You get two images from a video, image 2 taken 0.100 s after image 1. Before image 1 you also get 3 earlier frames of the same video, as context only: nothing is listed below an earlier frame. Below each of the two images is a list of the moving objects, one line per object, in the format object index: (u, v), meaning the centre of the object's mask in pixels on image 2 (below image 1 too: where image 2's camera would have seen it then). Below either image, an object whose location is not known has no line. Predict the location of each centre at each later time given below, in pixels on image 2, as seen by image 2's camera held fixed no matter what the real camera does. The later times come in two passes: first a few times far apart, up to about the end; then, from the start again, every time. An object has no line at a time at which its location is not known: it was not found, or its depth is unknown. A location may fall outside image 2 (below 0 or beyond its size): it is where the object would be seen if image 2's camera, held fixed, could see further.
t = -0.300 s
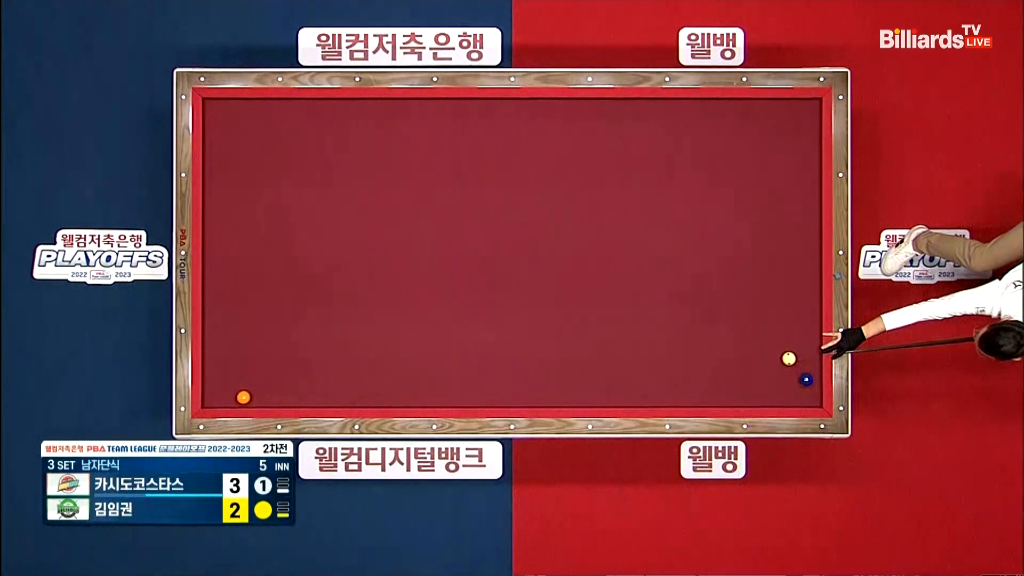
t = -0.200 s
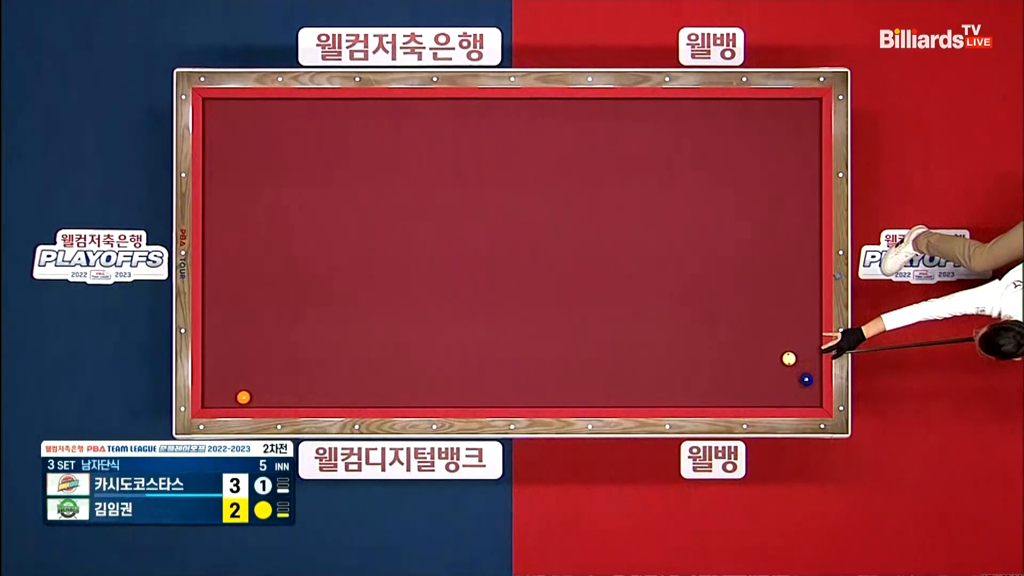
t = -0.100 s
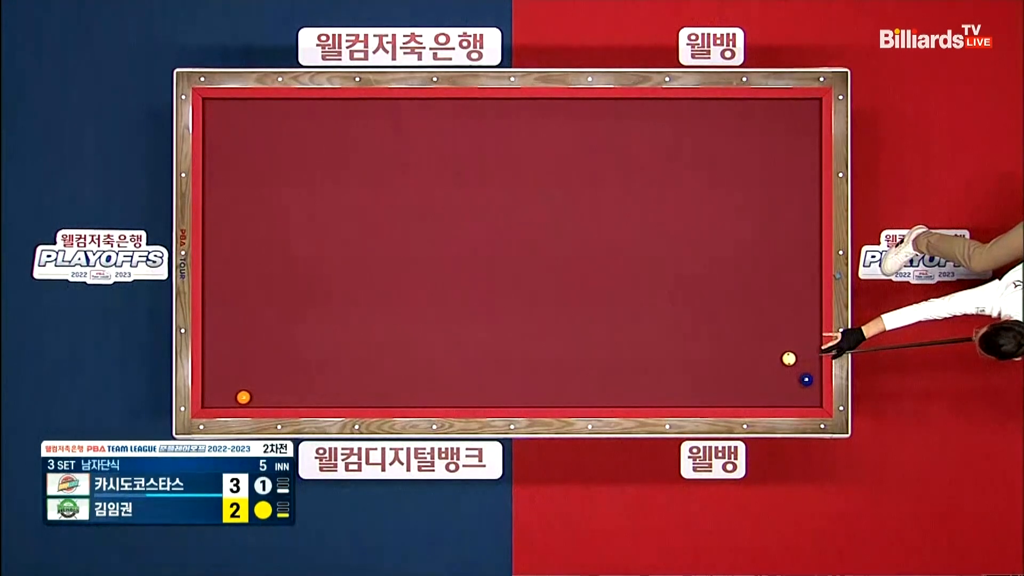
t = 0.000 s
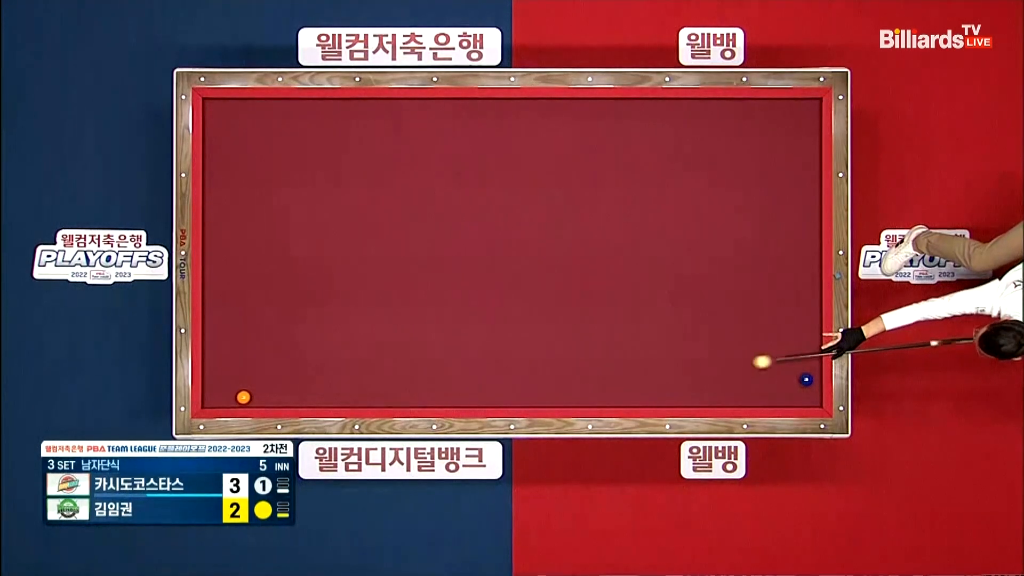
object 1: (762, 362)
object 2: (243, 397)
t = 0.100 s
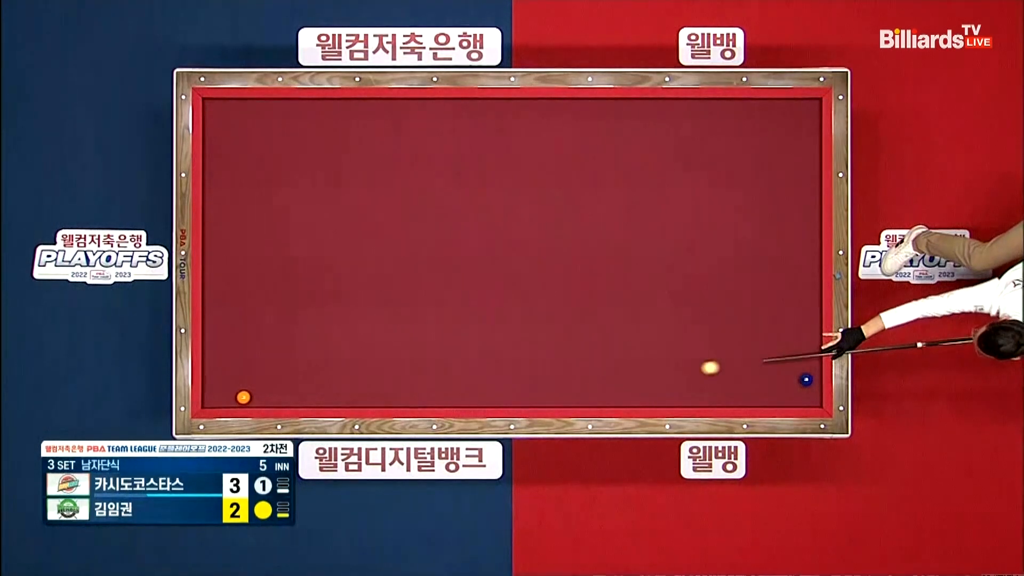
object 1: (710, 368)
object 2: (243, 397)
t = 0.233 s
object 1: (641, 376)
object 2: (243, 397)
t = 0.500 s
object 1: (503, 391)
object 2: (243, 397)
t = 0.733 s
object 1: (384, 399)
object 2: (243, 397)
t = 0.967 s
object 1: (270, 393)
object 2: (243, 397)
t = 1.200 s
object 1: (229, 355)
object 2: (225, 380)
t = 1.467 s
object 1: (228, 314)
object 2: (270, 353)
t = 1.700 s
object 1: (254, 281)
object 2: (307, 331)
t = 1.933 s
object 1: (279, 249)
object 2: (344, 308)
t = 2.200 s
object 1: (307, 212)
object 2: (386, 283)
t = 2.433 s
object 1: (332, 181)
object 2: (422, 262)
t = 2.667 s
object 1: (356, 150)
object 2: (457, 240)
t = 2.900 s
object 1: (380, 120)
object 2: (492, 219)
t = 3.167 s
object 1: (407, 117)
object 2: (531, 196)
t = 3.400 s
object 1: (431, 133)
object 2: (564, 175)
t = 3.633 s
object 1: (454, 150)
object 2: (597, 155)
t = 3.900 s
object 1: (480, 169)
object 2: (634, 133)
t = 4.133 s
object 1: (502, 185)
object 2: (665, 113)
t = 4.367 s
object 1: (524, 200)
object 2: (694, 110)
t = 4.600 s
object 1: (545, 216)
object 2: (720, 120)
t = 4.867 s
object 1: (569, 233)
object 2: (750, 131)
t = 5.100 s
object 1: (589, 247)
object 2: (775, 141)
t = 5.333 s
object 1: (609, 262)
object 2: (800, 150)
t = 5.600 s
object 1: (631, 277)
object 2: (807, 162)
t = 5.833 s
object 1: (650, 291)
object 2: (794, 174)
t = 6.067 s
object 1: (668, 304)
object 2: (781, 186)
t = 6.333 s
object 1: (688, 318)
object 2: (767, 198)
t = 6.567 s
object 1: (705, 331)
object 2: (755, 209)
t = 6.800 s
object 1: (722, 343)
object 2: (744, 220)
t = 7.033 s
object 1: (738, 354)
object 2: (733, 230)
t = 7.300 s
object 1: (756, 367)
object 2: (721, 241)
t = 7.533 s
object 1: (772, 378)
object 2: (711, 250)
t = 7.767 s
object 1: (786, 389)
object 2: (702, 259)
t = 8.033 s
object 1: (803, 400)
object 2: (691, 269)
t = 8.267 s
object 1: (814, 396)
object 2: (683, 277)
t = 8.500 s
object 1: (810, 392)
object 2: (675, 285)
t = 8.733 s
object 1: (807, 393)
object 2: (667, 292)
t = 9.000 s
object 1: (803, 393)
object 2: (659, 300)
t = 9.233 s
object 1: (800, 393)
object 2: (652, 306)
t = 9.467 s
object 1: (798, 394)
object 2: (645, 313)
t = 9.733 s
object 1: (796, 394)
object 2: (639, 319)
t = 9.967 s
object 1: (795, 394)
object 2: (633, 325)
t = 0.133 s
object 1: (693, 370)
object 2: (243, 397)
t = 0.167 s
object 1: (675, 372)
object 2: (243, 397)
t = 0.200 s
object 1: (658, 374)
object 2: (243, 397)
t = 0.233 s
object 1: (641, 376)
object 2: (243, 397)
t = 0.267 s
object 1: (624, 378)
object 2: (243, 397)
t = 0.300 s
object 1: (606, 380)
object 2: (243, 397)
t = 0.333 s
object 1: (589, 382)
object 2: (243, 397)
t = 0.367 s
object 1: (572, 384)
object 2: (244, 397)
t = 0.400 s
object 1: (554, 386)
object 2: (243, 397)
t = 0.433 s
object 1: (537, 388)
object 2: (243, 397)
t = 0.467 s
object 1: (520, 389)
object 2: (243, 397)
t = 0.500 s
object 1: (503, 391)
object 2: (243, 397)
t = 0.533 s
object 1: (486, 393)
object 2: (243, 397)
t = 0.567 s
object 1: (468, 395)
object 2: (243, 397)
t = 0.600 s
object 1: (451, 397)
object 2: (243, 397)
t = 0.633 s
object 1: (434, 399)
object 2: (243, 397)
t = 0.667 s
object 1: (417, 401)
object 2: (243, 397)
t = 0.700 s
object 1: (401, 400)
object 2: (243, 397)
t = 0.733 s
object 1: (384, 399)
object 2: (243, 397)
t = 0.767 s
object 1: (368, 398)
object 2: (243, 397)
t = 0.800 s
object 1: (351, 397)
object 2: (243, 397)
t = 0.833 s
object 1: (335, 396)
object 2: (244, 397)
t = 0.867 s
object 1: (319, 395)
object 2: (243, 397)
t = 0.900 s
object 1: (303, 394)
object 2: (244, 397)
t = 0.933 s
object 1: (287, 393)
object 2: (244, 397)
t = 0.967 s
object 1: (270, 393)
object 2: (243, 397)
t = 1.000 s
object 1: (256, 391)
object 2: (242, 398)
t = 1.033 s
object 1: (252, 385)
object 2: (230, 400)
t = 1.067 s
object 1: (248, 378)
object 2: (221, 396)
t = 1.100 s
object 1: (244, 372)
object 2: (211, 391)
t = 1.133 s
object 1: (239, 366)
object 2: (212, 387)
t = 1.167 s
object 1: (234, 360)
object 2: (219, 384)
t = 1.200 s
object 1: (229, 355)
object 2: (225, 380)
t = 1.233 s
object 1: (224, 349)
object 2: (231, 377)
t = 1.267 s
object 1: (218, 344)
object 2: (237, 373)
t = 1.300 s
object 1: (212, 339)
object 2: (243, 370)
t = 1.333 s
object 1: (210, 334)
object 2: (248, 366)
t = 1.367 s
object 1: (215, 329)
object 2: (254, 363)
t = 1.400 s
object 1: (220, 324)
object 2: (259, 360)
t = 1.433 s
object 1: (224, 319)
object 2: (265, 357)
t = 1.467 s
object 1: (228, 314)
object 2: (270, 353)
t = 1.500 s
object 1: (232, 310)
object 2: (275, 350)
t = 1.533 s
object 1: (236, 305)
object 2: (281, 347)
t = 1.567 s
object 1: (239, 300)
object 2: (286, 344)
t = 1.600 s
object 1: (243, 296)
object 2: (292, 340)
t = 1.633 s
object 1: (247, 291)
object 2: (297, 337)
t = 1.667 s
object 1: (250, 286)
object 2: (302, 334)
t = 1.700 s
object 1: (254, 281)
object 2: (307, 331)
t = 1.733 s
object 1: (258, 277)
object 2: (313, 328)
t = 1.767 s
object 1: (261, 272)
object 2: (318, 324)
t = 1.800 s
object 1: (265, 267)
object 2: (324, 321)
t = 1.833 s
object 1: (268, 263)
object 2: (329, 318)
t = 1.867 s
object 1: (272, 258)
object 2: (334, 315)
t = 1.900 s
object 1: (276, 253)
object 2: (339, 311)
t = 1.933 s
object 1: (279, 249)
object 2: (344, 308)
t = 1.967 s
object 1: (283, 244)
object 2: (350, 305)
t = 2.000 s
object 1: (286, 240)
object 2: (355, 302)
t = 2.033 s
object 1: (290, 235)
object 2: (360, 299)
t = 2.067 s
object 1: (293, 230)
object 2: (365, 296)
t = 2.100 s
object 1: (297, 226)
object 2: (370, 293)
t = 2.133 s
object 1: (300, 221)
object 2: (376, 290)
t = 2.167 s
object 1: (304, 217)
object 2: (381, 287)
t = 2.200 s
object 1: (307, 212)
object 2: (386, 283)
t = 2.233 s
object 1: (311, 208)
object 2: (391, 280)
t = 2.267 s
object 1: (314, 203)
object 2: (396, 277)
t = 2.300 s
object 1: (318, 199)
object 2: (402, 274)
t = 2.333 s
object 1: (321, 194)
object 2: (407, 271)
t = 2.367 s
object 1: (325, 190)
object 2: (412, 268)
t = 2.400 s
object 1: (328, 185)
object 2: (417, 265)
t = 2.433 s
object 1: (332, 181)
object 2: (422, 262)
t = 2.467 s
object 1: (336, 177)
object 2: (427, 258)
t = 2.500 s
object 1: (339, 172)
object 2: (432, 255)
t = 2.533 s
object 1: (342, 168)
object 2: (437, 252)
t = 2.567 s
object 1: (346, 163)
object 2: (442, 249)
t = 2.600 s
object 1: (349, 159)
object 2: (447, 246)
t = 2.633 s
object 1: (352, 154)
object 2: (452, 243)
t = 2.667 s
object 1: (356, 150)
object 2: (457, 240)
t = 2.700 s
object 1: (359, 145)
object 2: (462, 237)
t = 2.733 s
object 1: (363, 141)
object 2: (467, 234)
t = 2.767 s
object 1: (366, 137)
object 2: (472, 231)
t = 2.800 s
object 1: (369, 133)
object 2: (477, 228)
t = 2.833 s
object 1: (373, 128)
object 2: (482, 225)
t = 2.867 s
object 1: (376, 124)
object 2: (487, 222)
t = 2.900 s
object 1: (380, 120)
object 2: (492, 219)
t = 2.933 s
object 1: (383, 115)
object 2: (497, 216)
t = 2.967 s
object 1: (386, 111)
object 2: (502, 213)
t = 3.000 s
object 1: (390, 107)
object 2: (507, 211)
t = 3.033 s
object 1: (393, 105)
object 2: (512, 207)
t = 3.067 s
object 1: (396, 109)
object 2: (517, 204)
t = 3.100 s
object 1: (400, 112)
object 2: (521, 201)
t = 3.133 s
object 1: (404, 114)
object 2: (526, 198)
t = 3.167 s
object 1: (407, 117)
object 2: (531, 196)
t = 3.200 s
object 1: (411, 119)
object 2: (536, 193)
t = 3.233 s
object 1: (414, 122)
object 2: (541, 190)
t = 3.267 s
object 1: (417, 124)
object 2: (545, 187)
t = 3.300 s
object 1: (421, 126)
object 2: (550, 184)
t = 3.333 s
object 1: (424, 129)
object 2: (555, 181)
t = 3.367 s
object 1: (427, 131)
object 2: (560, 178)
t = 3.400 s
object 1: (431, 133)
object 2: (564, 175)
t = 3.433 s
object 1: (434, 136)
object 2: (569, 172)
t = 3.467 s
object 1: (437, 138)
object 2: (574, 170)
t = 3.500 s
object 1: (440, 141)
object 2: (578, 167)
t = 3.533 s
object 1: (444, 143)
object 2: (583, 163)
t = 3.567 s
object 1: (447, 145)
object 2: (588, 161)
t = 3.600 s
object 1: (450, 148)
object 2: (593, 158)
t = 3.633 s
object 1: (454, 150)
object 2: (597, 155)
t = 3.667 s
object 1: (457, 153)
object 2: (602, 152)
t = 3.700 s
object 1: (460, 155)
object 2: (606, 149)
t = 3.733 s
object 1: (464, 157)
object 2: (611, 147)
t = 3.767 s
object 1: (467, 160)
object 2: (616, 144)
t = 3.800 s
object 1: (470, 162)
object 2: (620, 141)
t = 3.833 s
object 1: (473, 164)
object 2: (625, 138)
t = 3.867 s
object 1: (477, 167)
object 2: (629, 136)
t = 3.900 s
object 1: (480, 169)
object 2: (634, 133)
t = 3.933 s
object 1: (483, 171)
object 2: (638, 130)
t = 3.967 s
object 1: (486, 174)
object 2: (643, 128)
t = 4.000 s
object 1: (490, 176)
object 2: (647, 125)
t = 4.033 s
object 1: (493, 178)
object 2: (652, 122)
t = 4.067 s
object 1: (496, 180)
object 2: (657, 119)
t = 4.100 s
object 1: (499, 183)
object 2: (661, 116)
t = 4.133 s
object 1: (502, 185)
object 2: (665, 113)
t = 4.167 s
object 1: (505, 187)
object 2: (670, 111)
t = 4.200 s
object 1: (509, 189)
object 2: (674, 109)
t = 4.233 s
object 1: (512, 192)
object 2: (679, 106)
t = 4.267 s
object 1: (514, 194)
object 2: (683, 106)
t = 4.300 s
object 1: (518, 196)
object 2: (687, 108)
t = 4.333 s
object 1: (521, 198)
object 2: (690, 109)
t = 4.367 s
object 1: (524, 200)
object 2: (694, 110)
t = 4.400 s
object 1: (527, 202)
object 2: (698, 112)
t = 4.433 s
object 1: (530, 205)
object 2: (702, 113)
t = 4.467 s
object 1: (533, 207)
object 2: (706, 115)
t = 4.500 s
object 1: (536, 209)
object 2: (709, 116)
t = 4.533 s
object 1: (539, 211)
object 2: (713, 118)
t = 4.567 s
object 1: (542, 213)
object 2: (717, 119)
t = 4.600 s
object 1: (545, 216)
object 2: (720, 120)
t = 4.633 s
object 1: (548, 218)
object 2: (724, 122)
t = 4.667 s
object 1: (551, 220)
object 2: (728, 123)
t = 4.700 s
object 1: (554, 222)
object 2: (732, 125)
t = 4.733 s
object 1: (557, 224)
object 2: (735, 126)
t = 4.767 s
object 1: (560, 227)
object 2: (739, 127)
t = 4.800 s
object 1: (563, 229)
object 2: (743, 129)
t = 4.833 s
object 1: (566, 230)
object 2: (746, 130)
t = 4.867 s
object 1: (569, 233)
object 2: (750, 131)
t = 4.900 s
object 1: (572, 235)
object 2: (753, 133)
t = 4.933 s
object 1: (575, 237)
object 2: (757, 134)
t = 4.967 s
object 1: (577, 239)
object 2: (761, 136)
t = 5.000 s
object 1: (581, 241)
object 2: (764, 137)
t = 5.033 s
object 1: (584, 243)
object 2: (768, 138)
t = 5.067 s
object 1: (586, 246)
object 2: (771, 140)
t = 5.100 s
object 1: (589, 247)
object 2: (775, 141)
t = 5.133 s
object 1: (592, 249)
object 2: (779, 143)
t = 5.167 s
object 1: (595, 251)
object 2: (782, 144)
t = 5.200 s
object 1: (598, 254)
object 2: (786, 145)
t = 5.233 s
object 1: (601, 256)
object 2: (789, 146)
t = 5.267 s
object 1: (603, 258)
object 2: (793, 148)
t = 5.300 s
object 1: (606, 260)
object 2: (796, 149)
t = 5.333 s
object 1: (609, 262)
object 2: (800, 150)
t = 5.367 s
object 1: (612, 264)
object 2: (803, 152)
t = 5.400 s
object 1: (615, 265)
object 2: (807, 153)
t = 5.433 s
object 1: (617, 267)
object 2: (810, 154)
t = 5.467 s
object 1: (620, 270)
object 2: (813, 156)
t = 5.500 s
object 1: (623, 272)
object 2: (813, 157)
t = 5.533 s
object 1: (625, 274)
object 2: (811, 159)
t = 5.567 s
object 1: (628, 276)
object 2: (809, 161)
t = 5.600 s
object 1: (631, 277)
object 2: (807, 162)
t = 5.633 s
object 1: (634, 279)
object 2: (805, 164)
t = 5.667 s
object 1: (637, 281)
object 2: (803, 166)
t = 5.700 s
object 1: (639, 283)
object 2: (801, 168)
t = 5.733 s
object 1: (642, 285)
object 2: (799, 169)
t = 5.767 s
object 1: (645, 287)
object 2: (798, 171)
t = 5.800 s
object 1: (647, 289)
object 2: (796, 173)
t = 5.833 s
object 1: (650, 291)
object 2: (794, 174)
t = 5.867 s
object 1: (652, 293)
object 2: (792, 176)
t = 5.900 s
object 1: (655, 294)
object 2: (790, 178)
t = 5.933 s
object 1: (657, 297)
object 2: (788, 179)
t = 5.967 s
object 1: (660, 298)
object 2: (786, 181)
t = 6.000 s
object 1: (663, 300)
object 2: (785, 183)
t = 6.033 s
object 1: (665, 302)
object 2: (783, 184)
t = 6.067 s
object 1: (668, 304)
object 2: (781, 186)
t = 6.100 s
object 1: (671, 306)
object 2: (779, 188)
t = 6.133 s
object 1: (673, 308)
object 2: (778, 189)
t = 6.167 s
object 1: (675, 309)
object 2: (776, 191)
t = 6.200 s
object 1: (678, 311)
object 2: (774, 192)
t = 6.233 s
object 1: (681, 313)
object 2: (772, 194)
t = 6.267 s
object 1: (683, 315)
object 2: (770, 195)
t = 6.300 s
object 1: (686, 317)
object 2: (769, 197)
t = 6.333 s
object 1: (688, 318)
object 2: (767, 198)
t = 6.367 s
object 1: (690, 320)
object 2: (765, 200)
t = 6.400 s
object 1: (693, 322)
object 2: (764, 202)
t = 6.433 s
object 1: (695, 324)
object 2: (762, 203)
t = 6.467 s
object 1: (698, 325)
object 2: (760, 205)
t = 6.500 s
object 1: (700, 327)
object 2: (759, 206)
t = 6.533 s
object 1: (703, 329)
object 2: (757, 208)
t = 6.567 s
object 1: (705, 331)
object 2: (755, 209)
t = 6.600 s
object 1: (708, 332)
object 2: (754, 211)
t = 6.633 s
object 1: (710, 334)
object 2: (752, 212)
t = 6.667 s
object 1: (712, 336)
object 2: (750, 214)
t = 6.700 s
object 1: (715, 338)
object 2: (749, 215)
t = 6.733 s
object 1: (717, 339)
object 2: (747, 217)
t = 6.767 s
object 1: (719, 341)
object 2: (746, 218)
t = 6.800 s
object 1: (722, 343)
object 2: (744, 220)
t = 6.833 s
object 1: (724, 344)
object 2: (742, 221)
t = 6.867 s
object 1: (726, 346)
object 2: (741, 223)
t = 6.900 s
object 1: (729, 348)
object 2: (739, 224)
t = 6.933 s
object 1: (731, 350)
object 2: (738, 225)
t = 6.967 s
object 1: (734, 351)
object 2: (736, 227)
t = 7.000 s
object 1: (736, 353)
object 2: (735, 228)
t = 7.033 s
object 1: (738, 354)
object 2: (733, 230)
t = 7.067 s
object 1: (740, 356)
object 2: (732, 231)
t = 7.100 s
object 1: (743, 358)
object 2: (730, 232)
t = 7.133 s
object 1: (745, 359)
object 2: (729, 234)
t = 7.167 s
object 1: (747, 361)
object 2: (727, 235)
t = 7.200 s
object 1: (750, 362)
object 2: (726, 237)
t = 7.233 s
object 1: (752, 364)
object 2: (724, 238)
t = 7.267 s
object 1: (754, 366)
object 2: (723, 239)
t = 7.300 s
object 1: (756, 367)
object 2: (721, 241)
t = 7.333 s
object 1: (759, 369)
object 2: (720, 242)
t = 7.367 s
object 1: (761, 371)
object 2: (718, 243)
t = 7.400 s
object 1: (763, 372)
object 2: (717, 245)
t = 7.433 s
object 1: (765, 374)
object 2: (716, 246)
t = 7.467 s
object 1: (767, 375)
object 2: (714, 247)
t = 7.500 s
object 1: (769, 377)
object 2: (713, 249)
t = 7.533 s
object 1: (772, 378)
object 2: (711, 250)
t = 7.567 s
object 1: (774, 380)
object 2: (710, 251)
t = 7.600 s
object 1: (776, 381)
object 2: (709, 253)
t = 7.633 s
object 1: (778, 383)
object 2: (707, 254)
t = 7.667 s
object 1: (780, 384)
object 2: (706, 255)
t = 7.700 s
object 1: (782, 386)
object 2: (705, 257)
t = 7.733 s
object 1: (784, 387)
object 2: (703, 258)
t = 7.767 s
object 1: (786, 389)
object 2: (702, 259)
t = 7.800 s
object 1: (788, 390)
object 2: (700, 260)
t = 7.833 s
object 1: (791, 392)
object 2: (699, 261)
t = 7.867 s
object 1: (793, 393)
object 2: (698, 263)
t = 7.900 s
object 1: (795, 395)
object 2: (697, 264)
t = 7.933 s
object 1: (797, 396)
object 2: (695, 265)
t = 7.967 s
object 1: (799, 398)
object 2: (694, 266)
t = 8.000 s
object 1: (801, 399)
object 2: (693, 268)
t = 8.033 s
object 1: (803, 400)
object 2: (691, 269)
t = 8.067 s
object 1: (805, 400)
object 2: (690, 270)
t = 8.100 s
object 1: (806, 399)
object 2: (689, 271)
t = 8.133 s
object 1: (808, 399)
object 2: (688, 272)
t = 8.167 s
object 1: (809, 398)
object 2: (687, 273)
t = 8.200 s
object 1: (811, 397)
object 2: (685, 274)
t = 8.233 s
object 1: (812, 397)
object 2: (684, 276)
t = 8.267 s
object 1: (814, 396)
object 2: (683, 277)
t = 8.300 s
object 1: (815, 395)
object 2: (682, 278)
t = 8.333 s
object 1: (814, 395)
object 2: (681, 279)
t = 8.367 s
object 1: (814, 394)
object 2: (680, 280)
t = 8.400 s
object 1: (813, 394)
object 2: (678, 281)
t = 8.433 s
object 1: (812, 393)
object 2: (677, 282)
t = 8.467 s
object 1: (811, 393)
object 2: (676, 284)
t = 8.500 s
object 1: (810, 392)
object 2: (675, 285)
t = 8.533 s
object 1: (810, 392)
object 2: (674, 286)
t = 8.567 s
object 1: (809, 392)
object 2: (673, 287)
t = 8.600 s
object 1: (809, 392)
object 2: (672, 288)
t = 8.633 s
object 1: (808, 392)
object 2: (671, 289)
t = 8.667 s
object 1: (808, 393)
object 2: (669, 290)
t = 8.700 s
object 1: (807, 393)
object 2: (668, 291)
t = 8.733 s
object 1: (807, 393)
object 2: (667, 292)
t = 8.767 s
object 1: (806, 393)
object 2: (666, 293)
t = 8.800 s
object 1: (806, 393)
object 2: (665, 294)
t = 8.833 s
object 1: (805, 393)
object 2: (664, 295)
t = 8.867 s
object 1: (805, 393)
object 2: (663, 296)
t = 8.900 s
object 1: (804, 393)
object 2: (662, 297)
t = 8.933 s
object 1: (803, 393)
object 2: (661, 298)
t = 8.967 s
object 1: (803, 393)
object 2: (660, 299)
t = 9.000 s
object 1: (803, 393)
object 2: (659, 300)
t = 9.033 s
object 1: (802, 393)
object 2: (658, 301)
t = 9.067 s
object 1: (802, 393)
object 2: (657, 302)
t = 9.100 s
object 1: (801, 393)
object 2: (656, 303)
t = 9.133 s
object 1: (801, 393)
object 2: (655, 304)
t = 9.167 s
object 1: (800, 393)
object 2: (654, 305)
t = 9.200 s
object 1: (800, 393)
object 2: (653, 306)
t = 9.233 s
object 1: (800, 393)
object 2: (652, 306)
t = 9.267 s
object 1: (799, 393)
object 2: (651, 307)
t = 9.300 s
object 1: (799, 393)
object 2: (650, 308)
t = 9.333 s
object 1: (799, 393)
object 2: (649, 309)
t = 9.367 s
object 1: (799, 393)
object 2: (648, 310)
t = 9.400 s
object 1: (798, 394)
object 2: (647, 311)
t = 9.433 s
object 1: (798, 394)
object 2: (646, 312)
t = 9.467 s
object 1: (798, 394)
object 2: (645, 313)
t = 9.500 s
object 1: (797, 394)
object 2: (645, 313)
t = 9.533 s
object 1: (797, 394)
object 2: (644, 314)
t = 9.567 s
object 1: (797, 394)
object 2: (643, 315)
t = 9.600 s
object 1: (797, 394)
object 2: (642, 316)
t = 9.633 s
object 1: (796, 394)
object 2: (641, 317)
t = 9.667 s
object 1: (796, 394)
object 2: (640, 318)
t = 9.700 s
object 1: (796, 394)
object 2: (640, 319)
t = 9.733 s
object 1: (796, 394)
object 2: (639, 319)
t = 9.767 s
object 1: (795, 394)
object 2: (638, 320)
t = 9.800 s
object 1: (795, 394)
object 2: (637, 321)
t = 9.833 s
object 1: (795, 394)
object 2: (636, 322)
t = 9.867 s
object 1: (795, 394)
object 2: (635, 323)
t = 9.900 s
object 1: (795, 394)
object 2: (635, 323)
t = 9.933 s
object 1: (795, 394)
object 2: (634, 324)
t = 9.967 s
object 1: (795, 394)
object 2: (633, 325)
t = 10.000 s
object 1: (795, 394)
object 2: (633, 326)
